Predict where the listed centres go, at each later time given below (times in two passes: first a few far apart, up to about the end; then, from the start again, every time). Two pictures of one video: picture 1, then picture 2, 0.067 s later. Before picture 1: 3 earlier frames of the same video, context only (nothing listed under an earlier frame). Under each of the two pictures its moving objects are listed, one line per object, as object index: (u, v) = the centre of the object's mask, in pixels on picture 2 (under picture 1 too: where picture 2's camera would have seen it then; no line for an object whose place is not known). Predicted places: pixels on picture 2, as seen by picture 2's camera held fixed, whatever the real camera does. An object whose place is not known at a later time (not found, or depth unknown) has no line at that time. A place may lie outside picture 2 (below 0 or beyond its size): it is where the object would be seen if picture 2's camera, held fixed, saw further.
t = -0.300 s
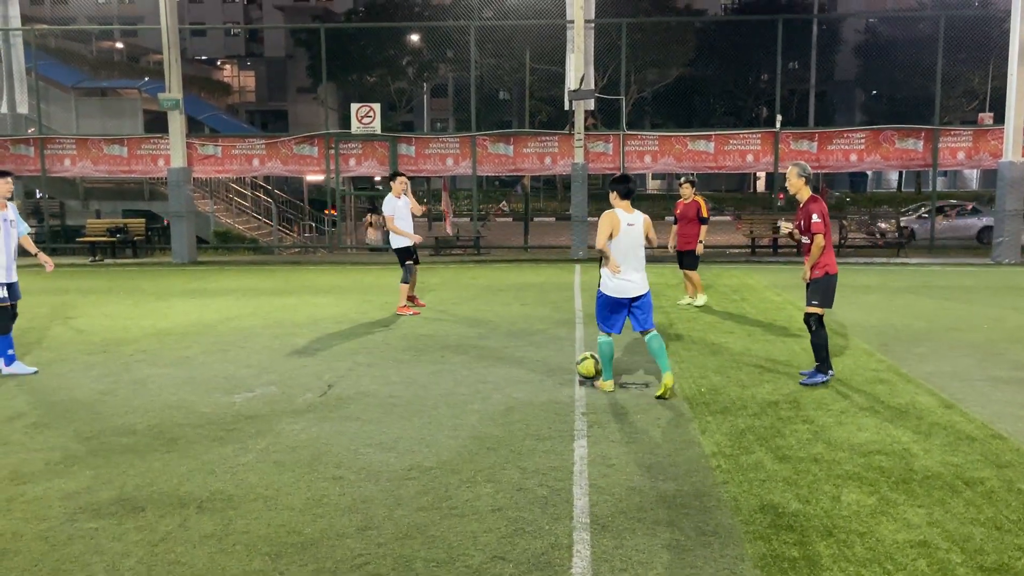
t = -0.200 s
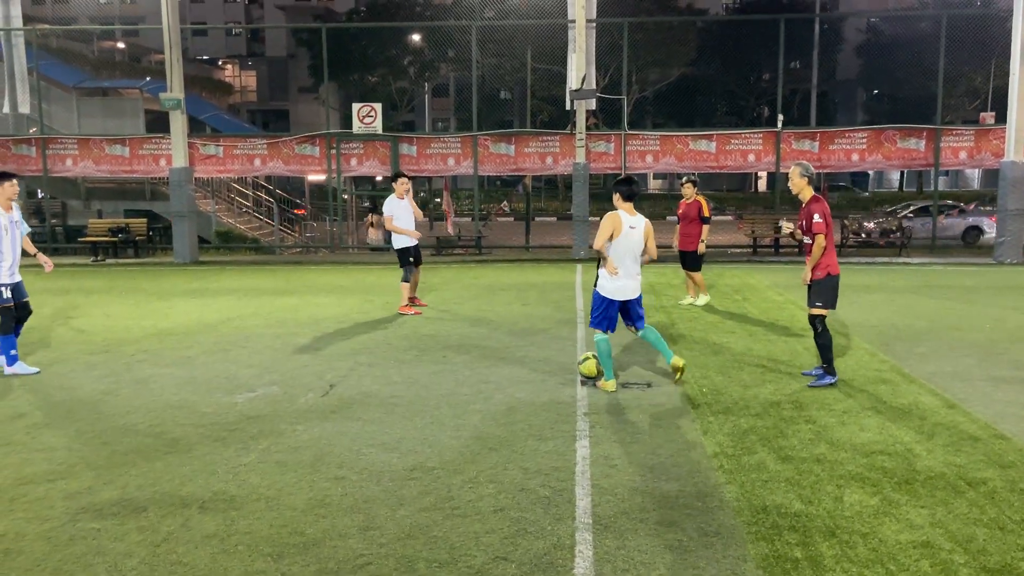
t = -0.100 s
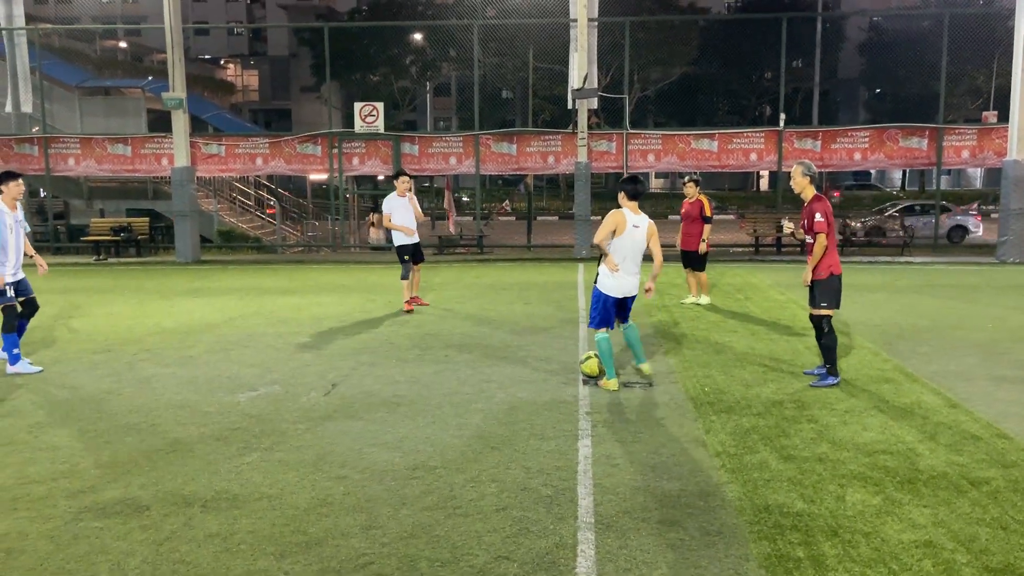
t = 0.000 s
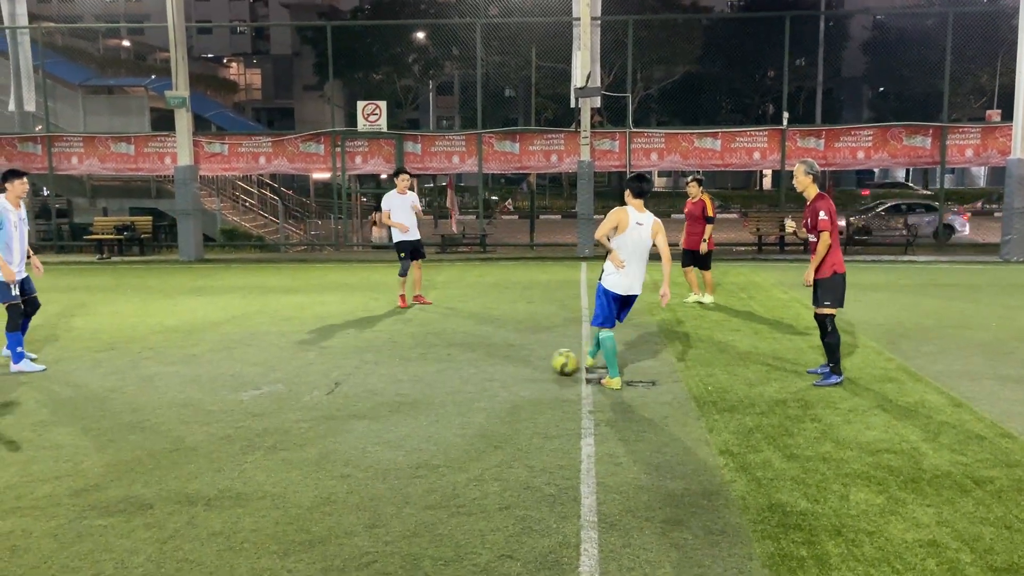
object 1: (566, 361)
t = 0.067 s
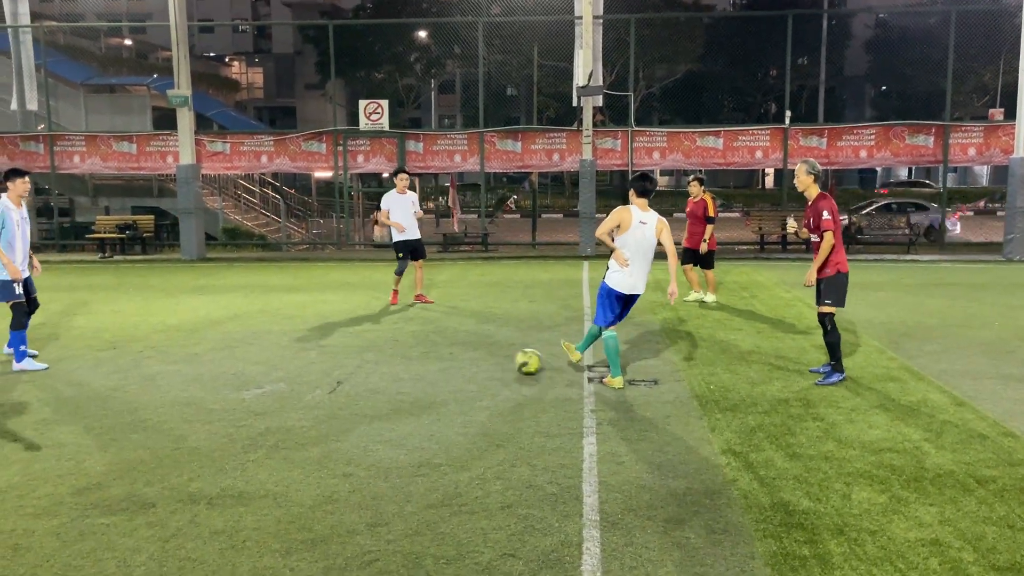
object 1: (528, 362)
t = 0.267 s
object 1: (436, 361)
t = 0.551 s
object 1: (322, 364)
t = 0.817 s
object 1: (216, 366)
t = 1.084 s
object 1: (113, 368)
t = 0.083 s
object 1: (521, 361)
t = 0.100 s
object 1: (512, 361)
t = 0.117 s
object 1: (503, 361)
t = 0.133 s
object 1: (495, 361)
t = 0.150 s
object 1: (487, 362)
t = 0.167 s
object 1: (479, 362)
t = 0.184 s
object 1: (472, 362)
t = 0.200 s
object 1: (465, 362)
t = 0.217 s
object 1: (458, 362)
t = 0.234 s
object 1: (450, 362)
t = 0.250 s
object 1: (443, 361)
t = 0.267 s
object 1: (436, 361)
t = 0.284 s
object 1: (430, 361)
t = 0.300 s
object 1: (423, 362)
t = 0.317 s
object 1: (416, 362)
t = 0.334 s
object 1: (409, 363)
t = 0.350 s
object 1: (403, 363)
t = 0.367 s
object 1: (395, 363)
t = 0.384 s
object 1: (389, 363)
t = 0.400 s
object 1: (382, 363)
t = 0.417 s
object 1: (376, 363)
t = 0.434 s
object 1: (368, 363)
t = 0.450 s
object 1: (362, 363)
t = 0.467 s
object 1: (355, 363)
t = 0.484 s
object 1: (348, 363)
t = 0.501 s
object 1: (342, 364)
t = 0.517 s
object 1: (335, 364)
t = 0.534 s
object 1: (328, 363)
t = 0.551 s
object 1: (322, 364)
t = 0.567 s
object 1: (315, 364)
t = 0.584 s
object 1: (309, 365)
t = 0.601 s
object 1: (302, 365)
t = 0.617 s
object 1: (295, 365)
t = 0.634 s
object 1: (289, 365)
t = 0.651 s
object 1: (282, 365)
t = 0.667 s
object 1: (275, 366)
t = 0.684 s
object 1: (269, 366)
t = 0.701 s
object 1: (262, 365)
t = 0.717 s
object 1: (255, 365)
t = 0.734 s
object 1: (248, 365)
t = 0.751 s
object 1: (242, 366)
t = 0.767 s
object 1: (236, 366)
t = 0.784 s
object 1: (229, 366)
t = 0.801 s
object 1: (223, 366)
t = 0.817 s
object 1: (216, 366)
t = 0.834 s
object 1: (210, 367)
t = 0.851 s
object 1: (203, 367)
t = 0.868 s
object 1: (197, 367)
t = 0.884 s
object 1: (190, 367)
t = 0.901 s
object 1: (182, 366)
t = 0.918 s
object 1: (177, 367)
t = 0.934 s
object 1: (170, 367)
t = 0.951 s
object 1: (163, 367)
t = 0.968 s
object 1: (157, 367)
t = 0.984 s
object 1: (150, 367)
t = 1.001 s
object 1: (145, 367)
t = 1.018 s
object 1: (138, 366)
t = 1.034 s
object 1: (131, 367)
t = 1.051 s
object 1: (126, 367)
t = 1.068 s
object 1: (120, 367)
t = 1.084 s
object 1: (113, 368)
